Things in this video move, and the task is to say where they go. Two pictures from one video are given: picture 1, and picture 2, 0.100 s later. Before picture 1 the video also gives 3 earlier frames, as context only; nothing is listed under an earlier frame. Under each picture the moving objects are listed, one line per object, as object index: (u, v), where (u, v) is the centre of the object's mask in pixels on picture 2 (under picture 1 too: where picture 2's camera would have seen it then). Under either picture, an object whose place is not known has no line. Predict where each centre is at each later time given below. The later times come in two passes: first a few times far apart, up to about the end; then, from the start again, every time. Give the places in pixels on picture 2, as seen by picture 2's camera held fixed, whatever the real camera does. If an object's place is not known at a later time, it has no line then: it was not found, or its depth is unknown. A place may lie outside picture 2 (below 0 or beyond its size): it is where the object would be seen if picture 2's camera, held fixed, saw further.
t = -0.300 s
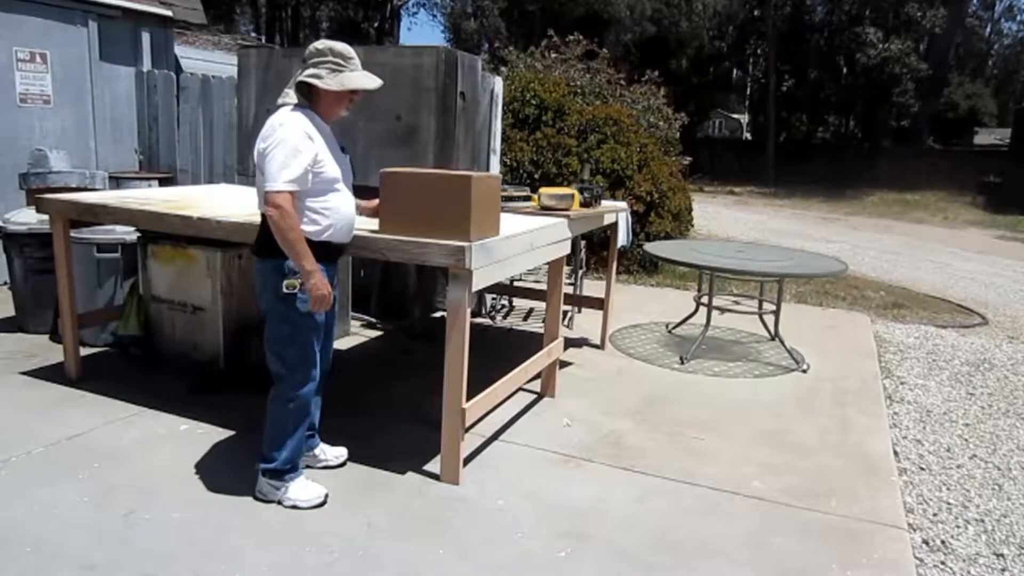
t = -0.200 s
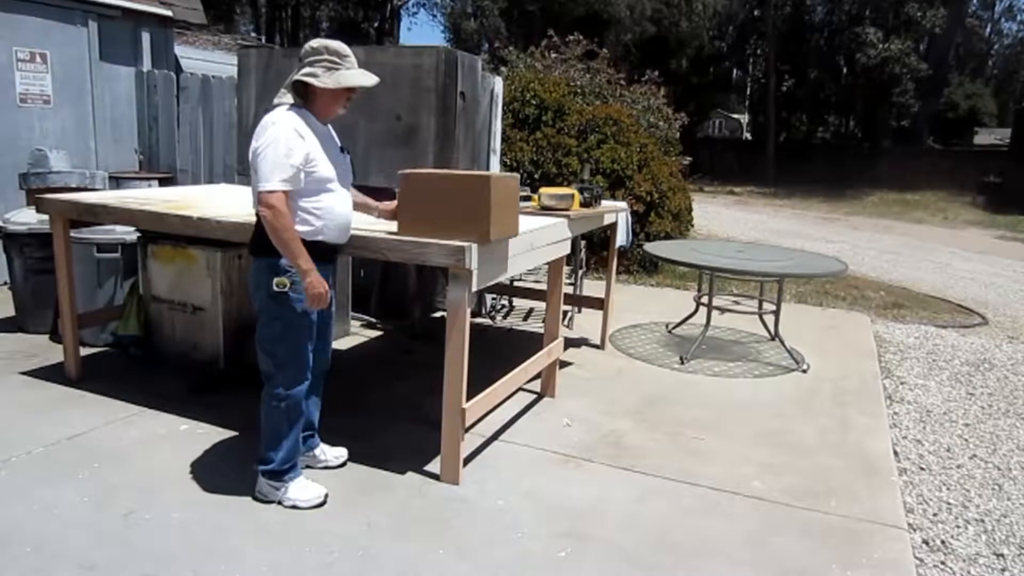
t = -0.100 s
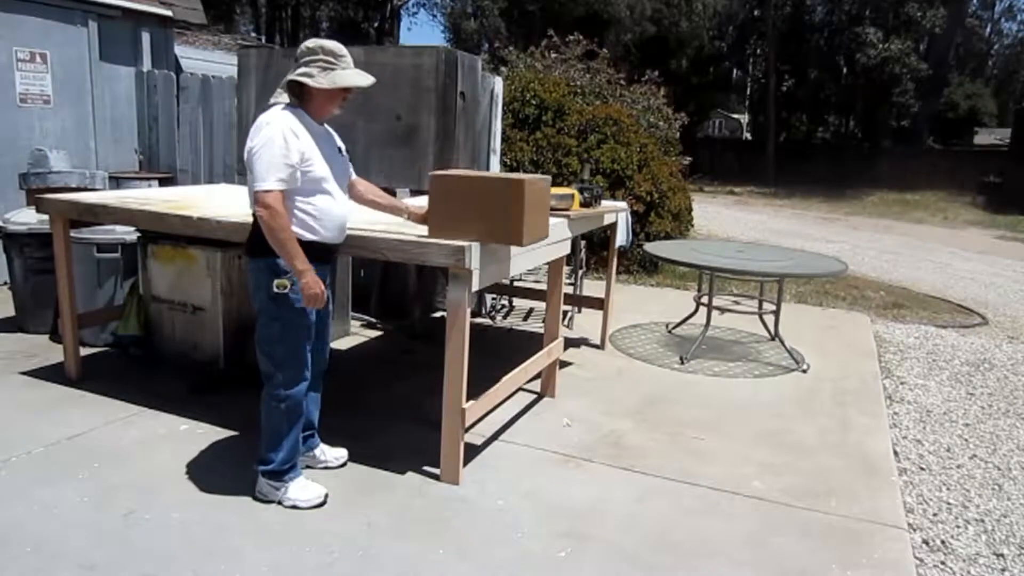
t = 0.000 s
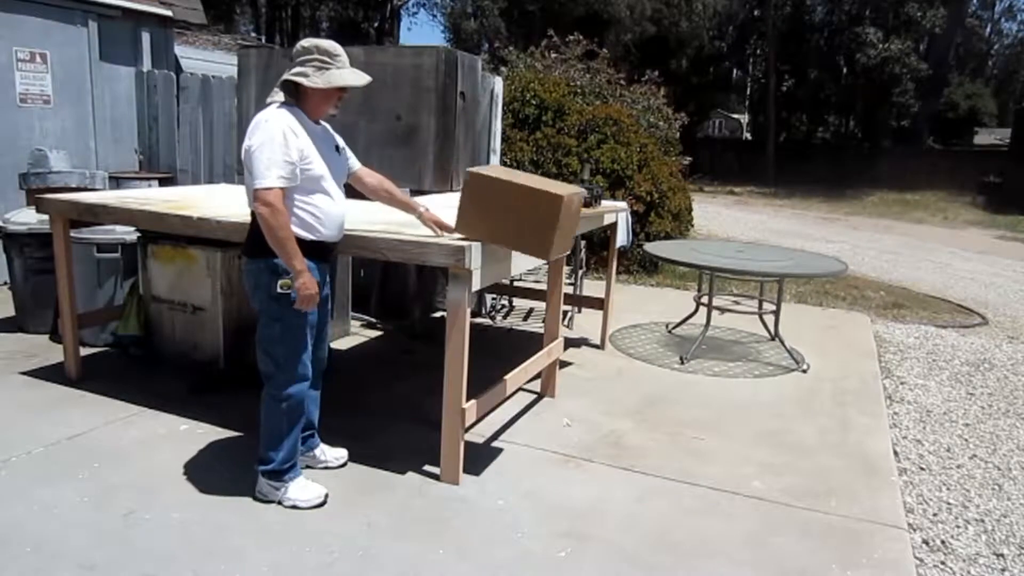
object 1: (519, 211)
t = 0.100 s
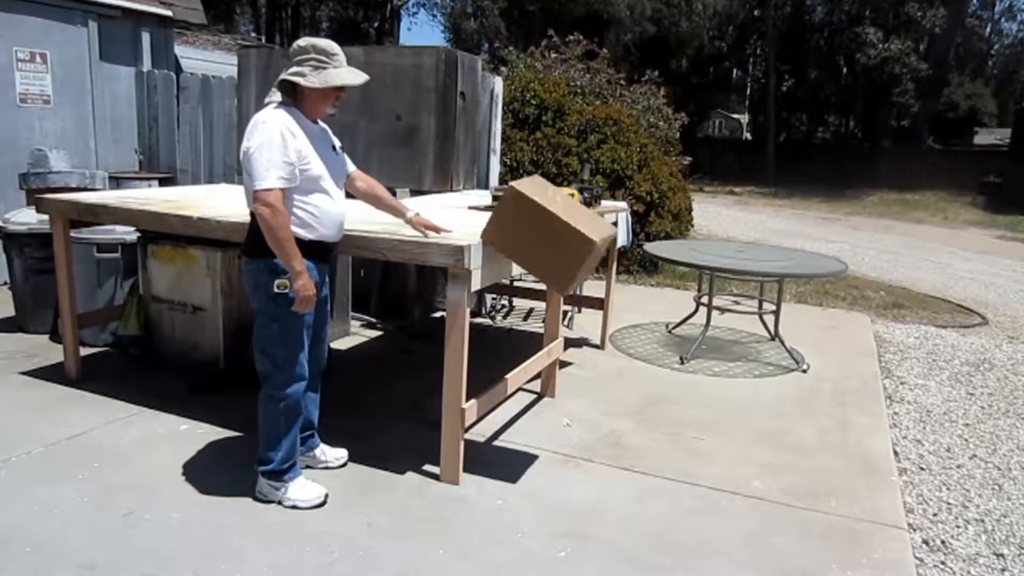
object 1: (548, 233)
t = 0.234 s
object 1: (588, 304)
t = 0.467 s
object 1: (655, 444)
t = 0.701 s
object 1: (737, 479)
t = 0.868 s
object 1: (756, 482)
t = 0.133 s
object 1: (557, 246)
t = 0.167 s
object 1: (567, 262)
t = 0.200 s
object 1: (577, 281)
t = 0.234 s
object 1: (588, 304)
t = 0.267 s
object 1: (596, 328)
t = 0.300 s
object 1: (606, 355)
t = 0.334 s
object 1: (615, 383)
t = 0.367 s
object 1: (623, 416)
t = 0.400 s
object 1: (633, 443)
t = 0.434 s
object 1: (643, 445)
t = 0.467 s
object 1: (655, 444)
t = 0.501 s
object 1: (668, 445)
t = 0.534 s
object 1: (680, 446)
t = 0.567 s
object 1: (692, 449)
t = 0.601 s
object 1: (703, 453)
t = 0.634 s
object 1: (714, 460)
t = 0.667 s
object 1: (725, 470)
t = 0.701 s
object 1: (737, 479)
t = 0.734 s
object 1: (743, 480)
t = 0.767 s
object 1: (748, 481)
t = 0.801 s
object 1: (751, 481)
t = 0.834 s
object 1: (754, 482)
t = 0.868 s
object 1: (756, 482)
